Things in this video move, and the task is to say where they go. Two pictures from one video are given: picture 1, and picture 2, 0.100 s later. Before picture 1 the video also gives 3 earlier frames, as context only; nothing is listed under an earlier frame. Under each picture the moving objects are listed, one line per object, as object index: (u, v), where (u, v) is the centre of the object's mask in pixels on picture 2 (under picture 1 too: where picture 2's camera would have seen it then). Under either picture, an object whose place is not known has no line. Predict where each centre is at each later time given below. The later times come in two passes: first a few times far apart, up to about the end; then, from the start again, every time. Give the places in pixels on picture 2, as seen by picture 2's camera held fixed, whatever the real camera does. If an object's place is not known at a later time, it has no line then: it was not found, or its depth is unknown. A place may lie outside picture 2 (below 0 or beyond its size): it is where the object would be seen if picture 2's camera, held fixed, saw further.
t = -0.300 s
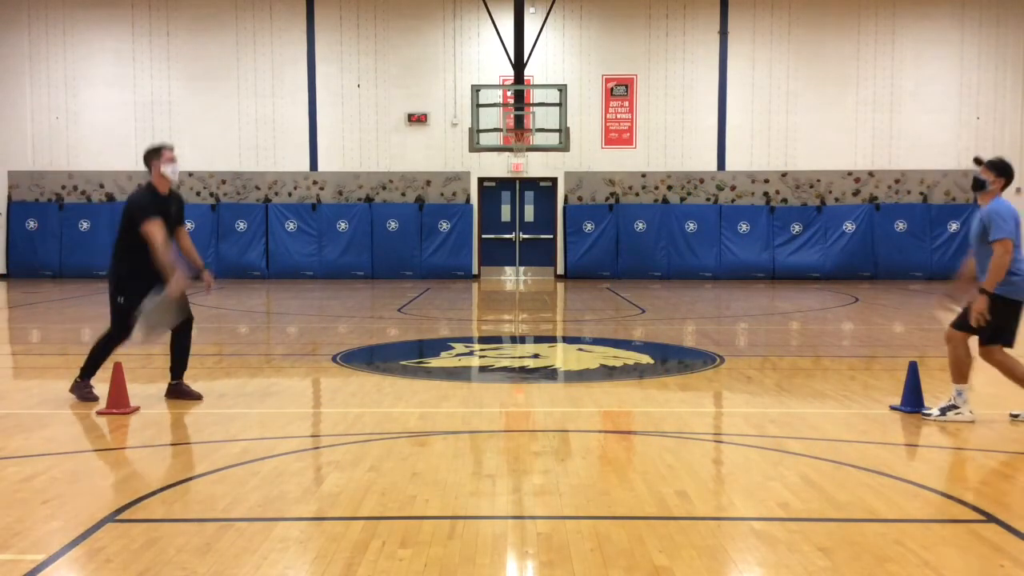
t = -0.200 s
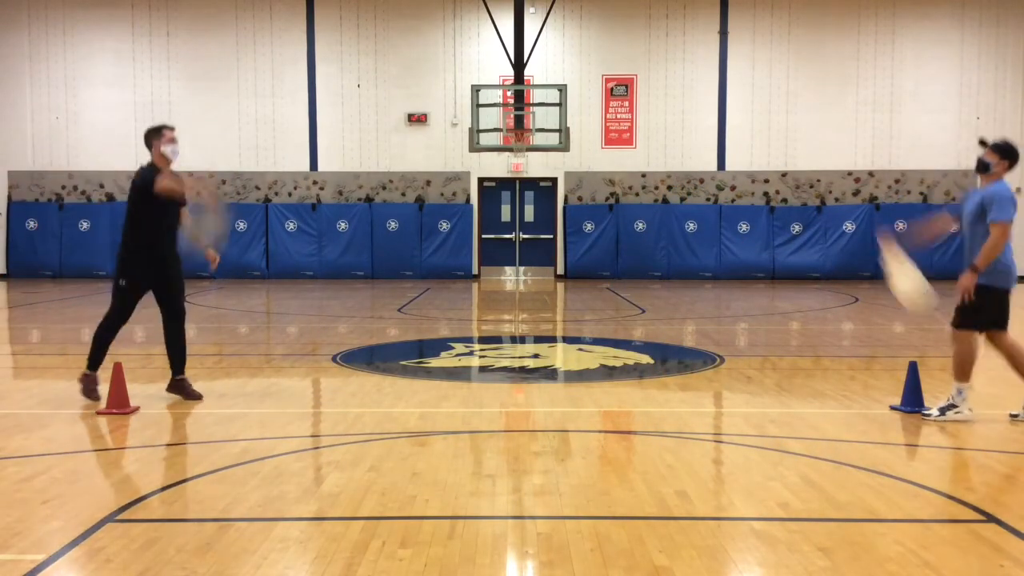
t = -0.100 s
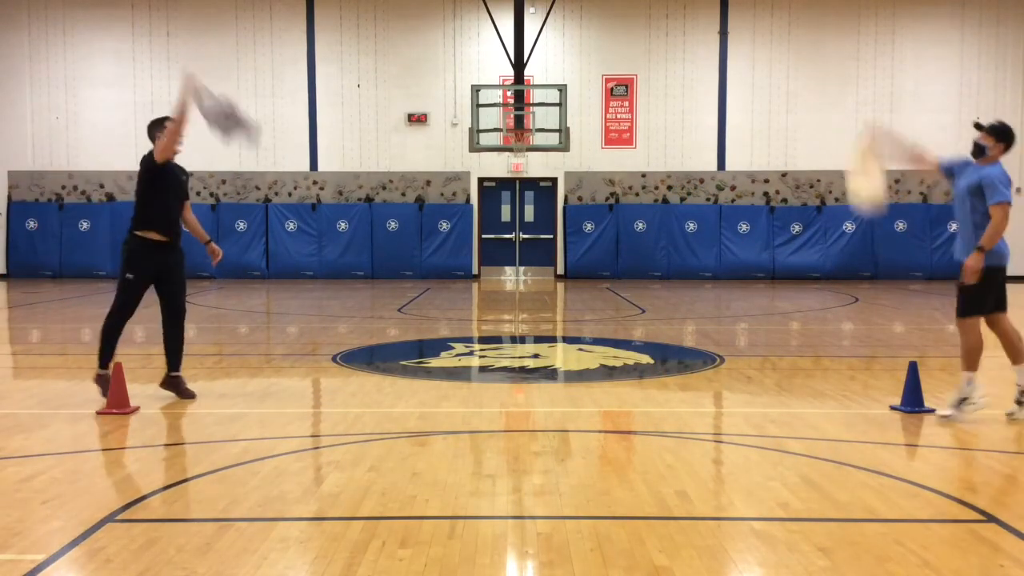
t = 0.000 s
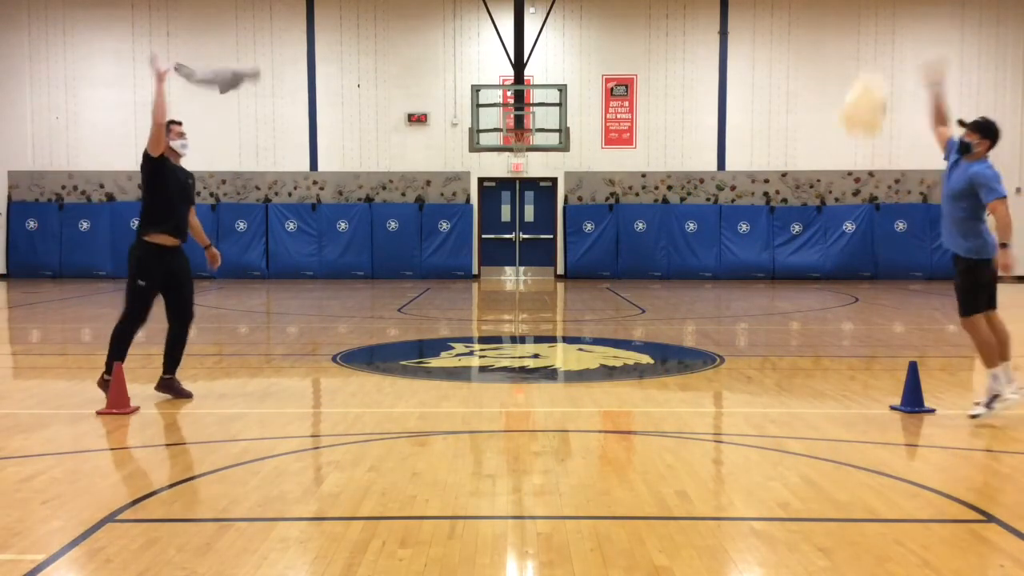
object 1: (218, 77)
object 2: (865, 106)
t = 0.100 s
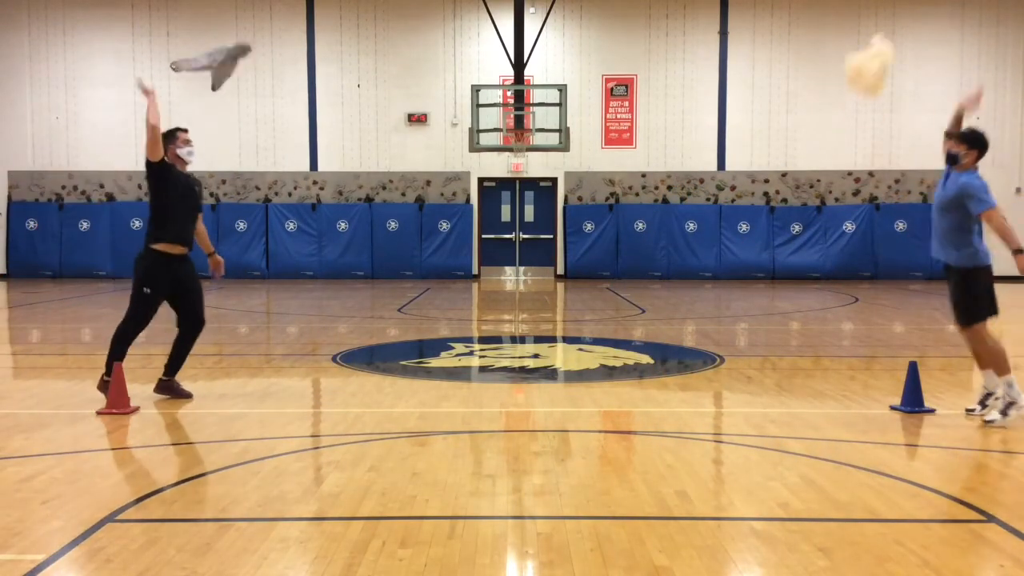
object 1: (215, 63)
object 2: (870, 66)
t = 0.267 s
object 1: (209, 56)
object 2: (880, 37)
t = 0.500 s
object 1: (212, 73)
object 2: (883, 26)
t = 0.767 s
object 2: (889, 38)
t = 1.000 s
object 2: (891, 70)
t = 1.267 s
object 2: (895, 116)
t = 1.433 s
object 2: (903, 140)
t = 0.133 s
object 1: (213, 60)
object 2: (872, 58)
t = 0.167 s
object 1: (211, 58)
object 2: (874, 50)
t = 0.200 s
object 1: (210, 56)
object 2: (876, 45)
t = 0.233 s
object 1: (210, 56)
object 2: (878, 41)
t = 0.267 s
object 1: (209, 56)
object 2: (880, 37)
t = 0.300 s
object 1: (210, 57)
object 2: (881, 34)
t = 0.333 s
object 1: (210, 59)
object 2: (882, 31)
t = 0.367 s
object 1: (210, 61)
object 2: (882, 30)
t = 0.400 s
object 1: (210, 63)
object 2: (882, 29)
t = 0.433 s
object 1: (211, 65)
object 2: (882, 27)
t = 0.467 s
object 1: (212, 68)
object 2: (882, 27)
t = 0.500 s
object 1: (212, 73)
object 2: (883, 26)
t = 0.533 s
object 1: (213, 78)
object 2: (883, 26)
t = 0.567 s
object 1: (214, 84)
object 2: (884, 27)
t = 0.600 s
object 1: (216, 90)
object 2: (884, 27)
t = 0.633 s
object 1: (217, 97)
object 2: (885, 28)
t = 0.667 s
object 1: (219, 104)
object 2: (886, 30)
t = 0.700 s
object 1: (221, 112)
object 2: (887, 32)
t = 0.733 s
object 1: (222, 119)
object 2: (888, 35)
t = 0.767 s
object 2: (889, 38)
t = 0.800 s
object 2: (889, 42)
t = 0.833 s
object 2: (890, 45)
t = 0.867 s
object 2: (890, 50)
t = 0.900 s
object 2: (890, 54)
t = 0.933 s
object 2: (891, 60)
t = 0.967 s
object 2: (891, 65)
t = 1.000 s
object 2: (891, 70)
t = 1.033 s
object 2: (890, 76)
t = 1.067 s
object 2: (890, 82)
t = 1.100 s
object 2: (891, 88)
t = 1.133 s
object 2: (891, 94)
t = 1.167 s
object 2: (892, 100)
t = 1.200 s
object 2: (893, 105)
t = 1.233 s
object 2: (894, 111)
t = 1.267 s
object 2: (895, 116)
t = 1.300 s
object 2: (896, 121)
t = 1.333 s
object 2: (898, 126)
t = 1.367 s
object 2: (899, 130)
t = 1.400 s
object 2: (901, 135)
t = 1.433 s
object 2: (903, 140)
